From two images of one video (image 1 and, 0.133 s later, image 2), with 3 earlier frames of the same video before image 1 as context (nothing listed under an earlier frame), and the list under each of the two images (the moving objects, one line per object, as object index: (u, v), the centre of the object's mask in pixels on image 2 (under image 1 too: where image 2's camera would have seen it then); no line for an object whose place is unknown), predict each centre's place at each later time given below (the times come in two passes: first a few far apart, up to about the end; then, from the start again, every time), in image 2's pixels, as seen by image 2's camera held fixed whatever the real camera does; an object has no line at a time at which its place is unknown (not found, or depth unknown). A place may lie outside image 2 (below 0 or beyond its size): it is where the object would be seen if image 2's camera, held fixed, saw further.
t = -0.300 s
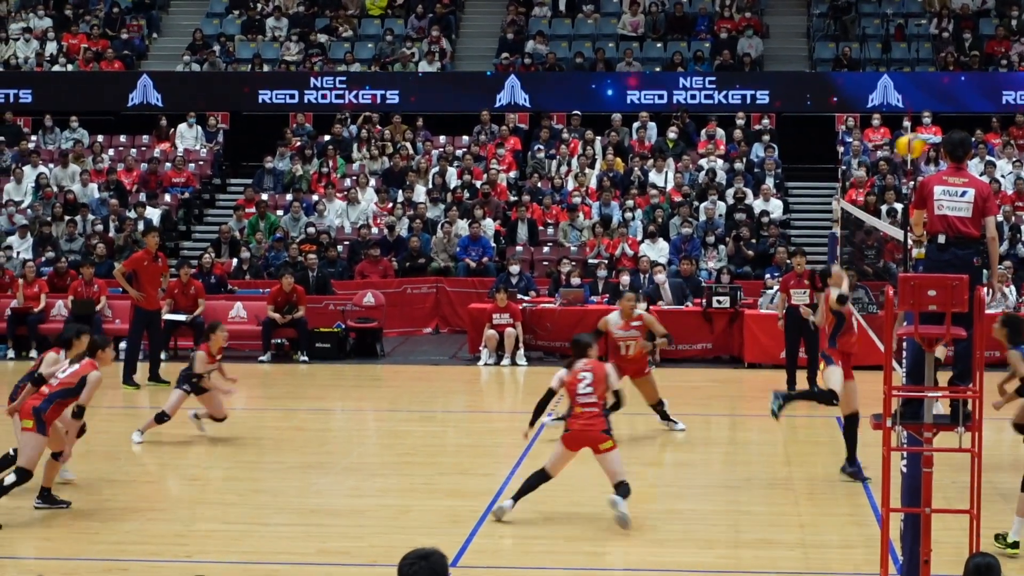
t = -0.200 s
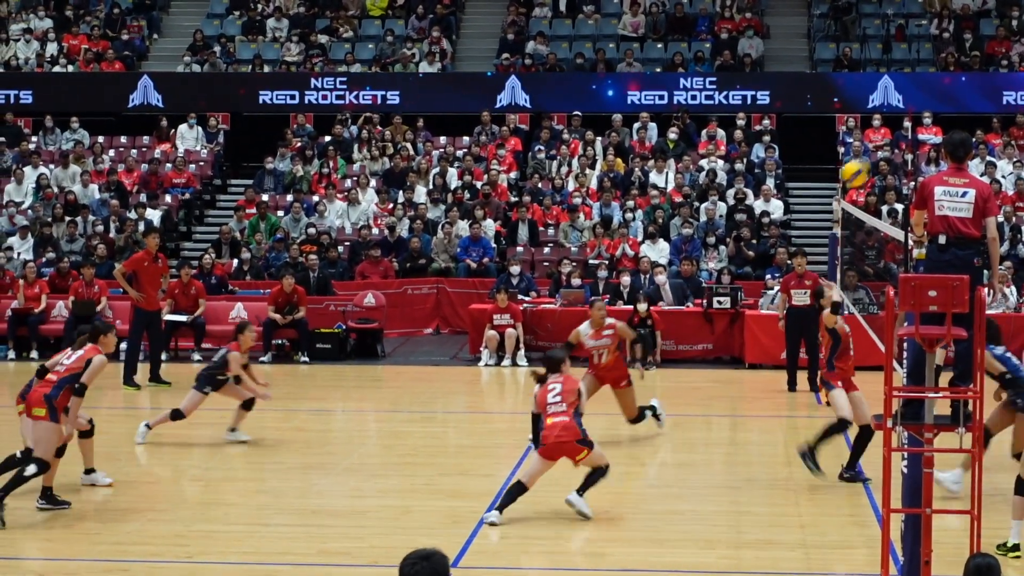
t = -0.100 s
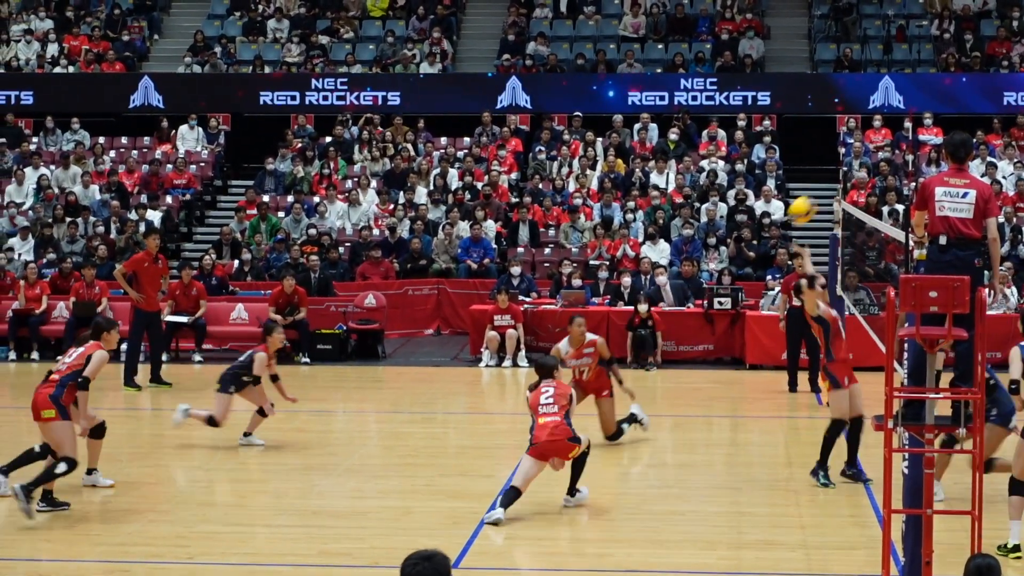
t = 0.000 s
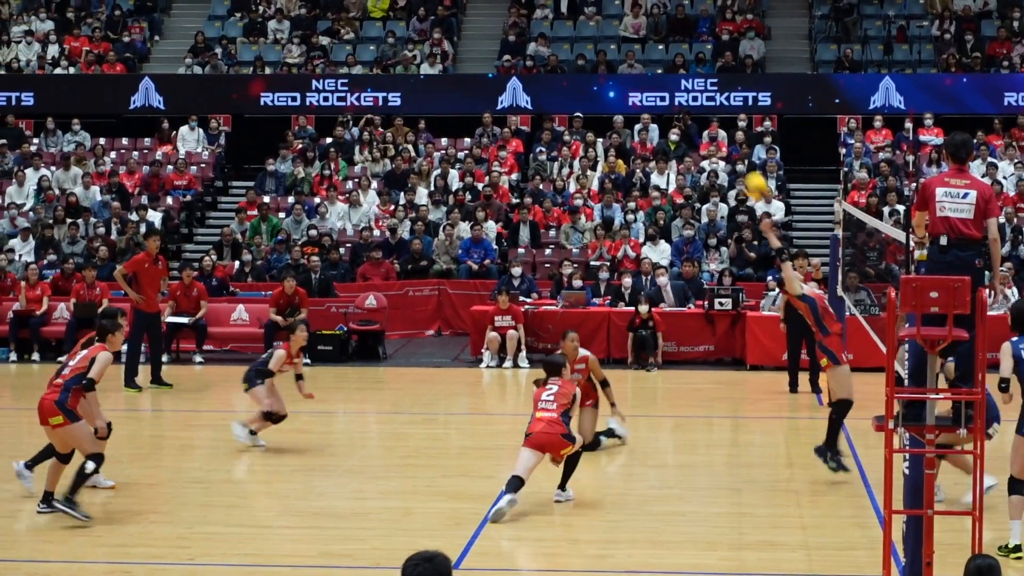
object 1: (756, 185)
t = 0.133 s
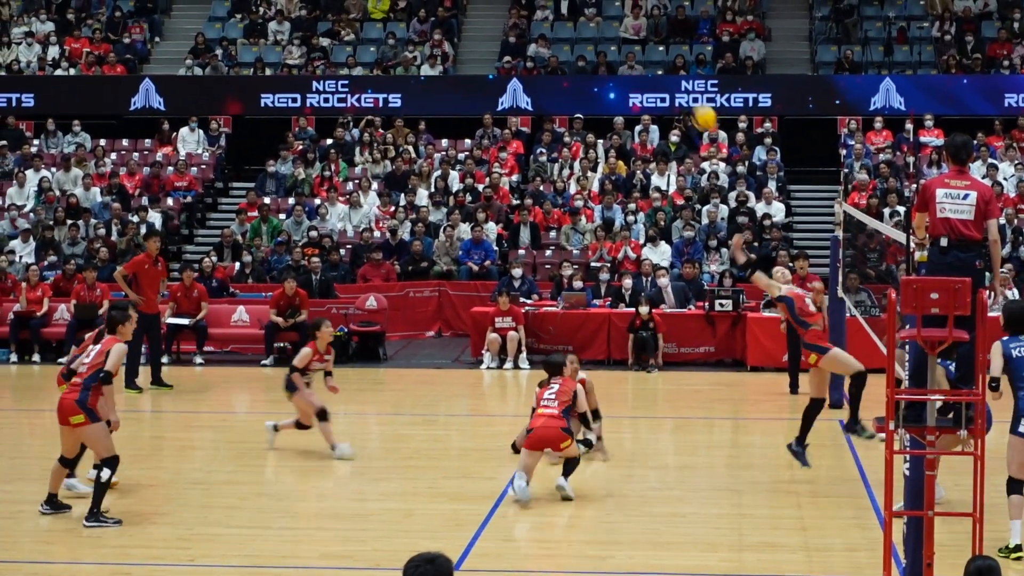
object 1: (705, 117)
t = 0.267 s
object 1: (655, 68)
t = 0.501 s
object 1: (573, 35)
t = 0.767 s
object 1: (485, 72)
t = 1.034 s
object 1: (405, 183)
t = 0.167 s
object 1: (692, 104)
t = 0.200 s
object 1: (679, 89)
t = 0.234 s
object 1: (667, 79)
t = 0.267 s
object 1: (655, 68)
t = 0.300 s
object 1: (644, 60)
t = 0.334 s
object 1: (631, 52)
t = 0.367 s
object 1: (619, 46)
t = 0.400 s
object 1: (607, 42)
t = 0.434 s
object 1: (596, 38)
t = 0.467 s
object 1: (585, 36)
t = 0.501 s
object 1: (573, 35)
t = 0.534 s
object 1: (562, 36)
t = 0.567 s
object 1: (551, 37)
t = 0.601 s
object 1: (540, 40)
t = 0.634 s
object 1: (528, 44)
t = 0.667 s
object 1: (516, 50)
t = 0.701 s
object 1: (506, 57)
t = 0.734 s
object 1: (496, 64)
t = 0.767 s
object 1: (485, 72)
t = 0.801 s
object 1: (474, 83)
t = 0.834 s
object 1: (464, 94)
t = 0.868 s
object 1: (454, 106)
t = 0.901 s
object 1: (444, 120)
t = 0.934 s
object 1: (434, 134)
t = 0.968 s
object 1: (425, 149)
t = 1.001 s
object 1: (415, 166)
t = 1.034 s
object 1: (405, 183)
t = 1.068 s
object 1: (395, 202)
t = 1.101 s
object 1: (386, 222)
